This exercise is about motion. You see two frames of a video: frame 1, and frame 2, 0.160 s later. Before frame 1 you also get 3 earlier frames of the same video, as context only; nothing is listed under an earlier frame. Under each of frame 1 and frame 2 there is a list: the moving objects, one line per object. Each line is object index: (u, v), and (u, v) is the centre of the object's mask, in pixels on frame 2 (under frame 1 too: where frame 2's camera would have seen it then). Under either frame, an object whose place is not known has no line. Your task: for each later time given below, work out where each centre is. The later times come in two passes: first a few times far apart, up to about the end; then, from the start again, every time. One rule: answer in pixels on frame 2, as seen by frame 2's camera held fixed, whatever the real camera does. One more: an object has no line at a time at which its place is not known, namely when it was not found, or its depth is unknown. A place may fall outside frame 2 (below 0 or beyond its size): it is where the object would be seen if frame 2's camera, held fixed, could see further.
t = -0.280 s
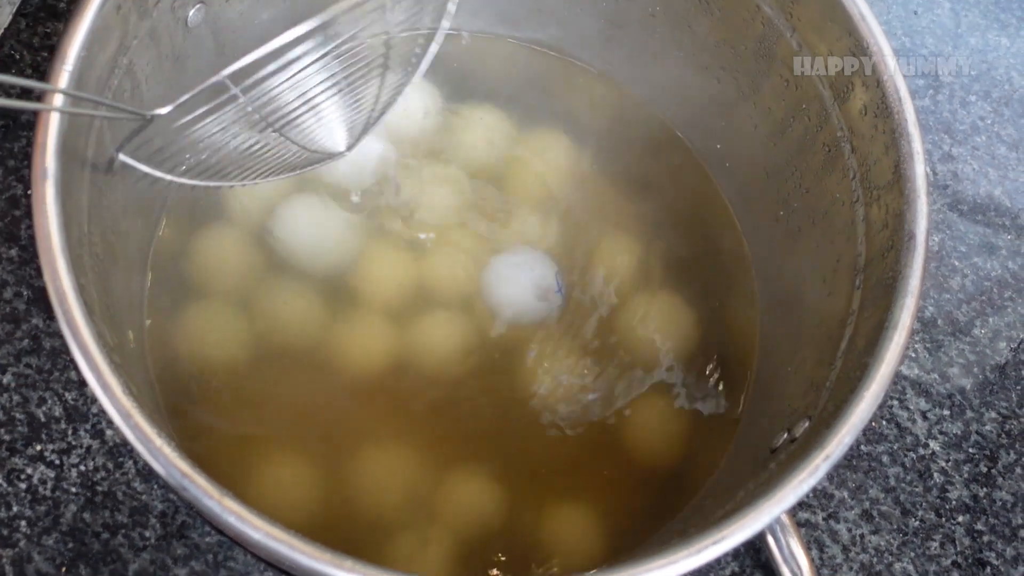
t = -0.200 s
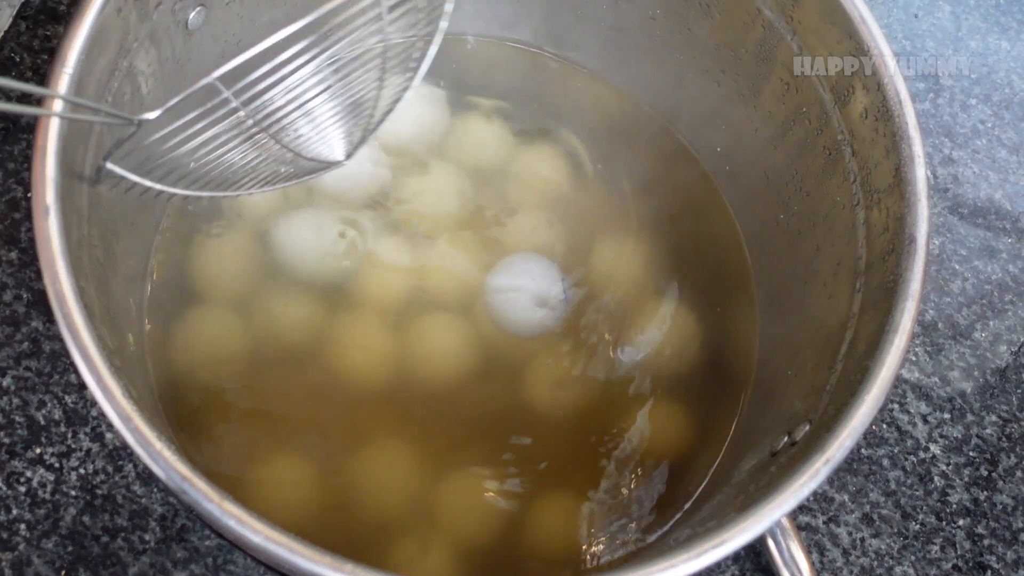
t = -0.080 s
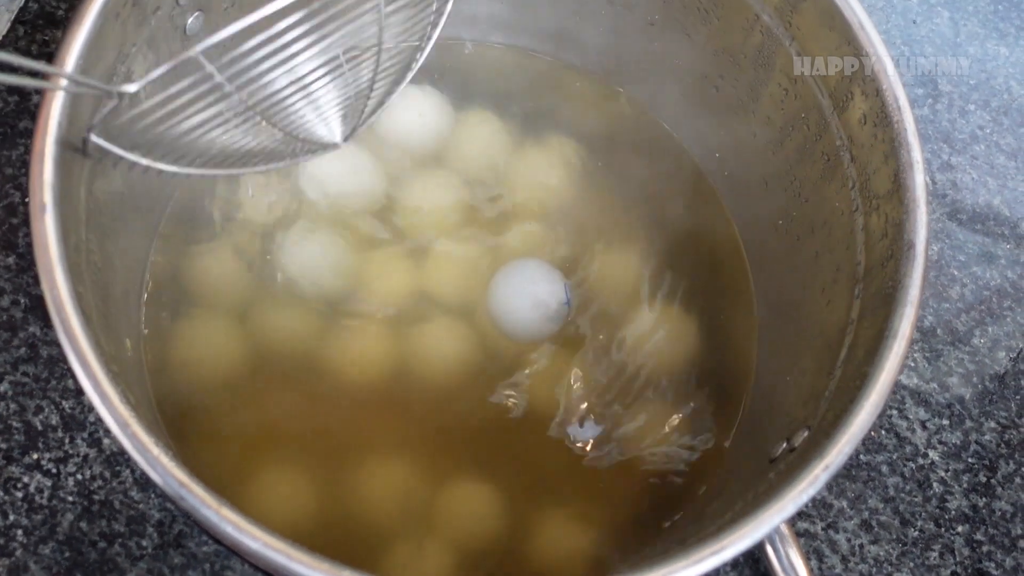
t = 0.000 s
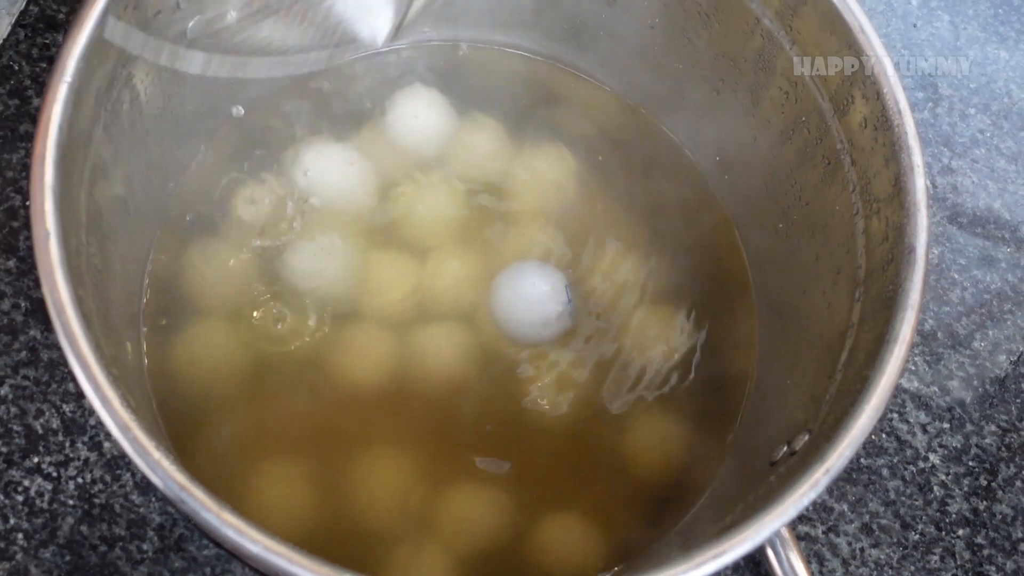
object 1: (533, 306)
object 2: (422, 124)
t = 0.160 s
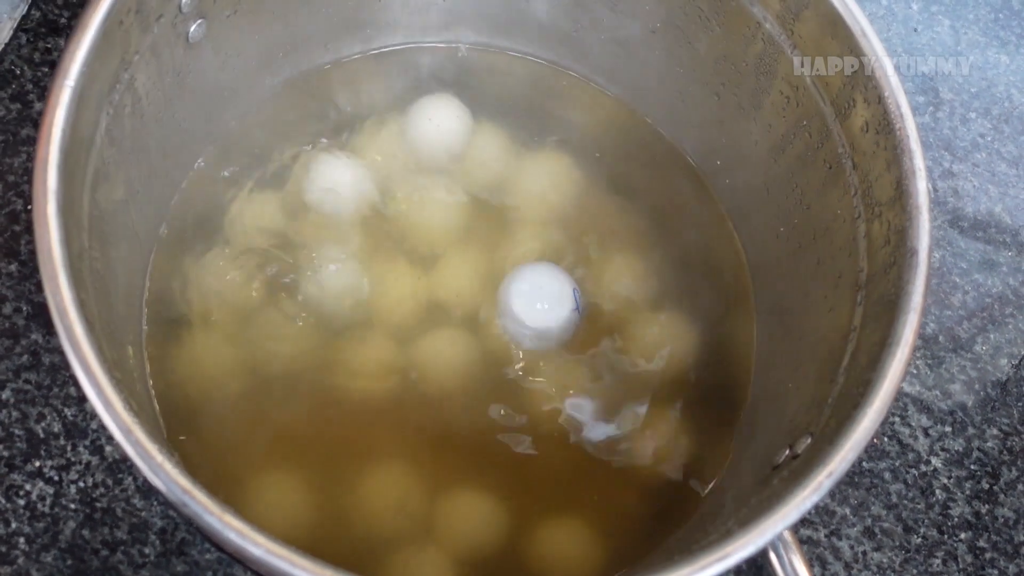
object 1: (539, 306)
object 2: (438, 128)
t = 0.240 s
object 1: (544, 310)
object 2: (441, 130)
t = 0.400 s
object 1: (553, 321)
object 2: (443, 136)
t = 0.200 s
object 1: (542, 305)
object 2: (439, 129)
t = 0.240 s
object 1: (544, 310)
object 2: (441, 130)
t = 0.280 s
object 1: (546, 315)
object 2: (442, 133)
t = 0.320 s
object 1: (549, 317)
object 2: (442, 135)
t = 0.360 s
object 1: (552, 319)
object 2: (444, 134)
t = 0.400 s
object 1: (553, 321)
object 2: (443, 136)
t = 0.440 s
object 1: (554, 322)
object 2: (443, 137)
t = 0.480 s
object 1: (553, 323)
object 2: (439, 139)
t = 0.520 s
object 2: (438, 138)
